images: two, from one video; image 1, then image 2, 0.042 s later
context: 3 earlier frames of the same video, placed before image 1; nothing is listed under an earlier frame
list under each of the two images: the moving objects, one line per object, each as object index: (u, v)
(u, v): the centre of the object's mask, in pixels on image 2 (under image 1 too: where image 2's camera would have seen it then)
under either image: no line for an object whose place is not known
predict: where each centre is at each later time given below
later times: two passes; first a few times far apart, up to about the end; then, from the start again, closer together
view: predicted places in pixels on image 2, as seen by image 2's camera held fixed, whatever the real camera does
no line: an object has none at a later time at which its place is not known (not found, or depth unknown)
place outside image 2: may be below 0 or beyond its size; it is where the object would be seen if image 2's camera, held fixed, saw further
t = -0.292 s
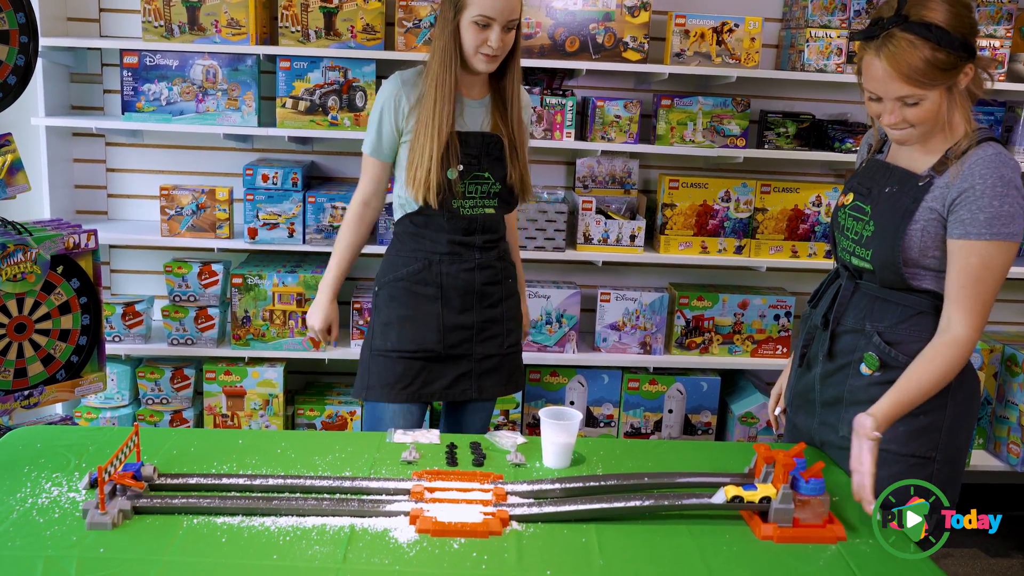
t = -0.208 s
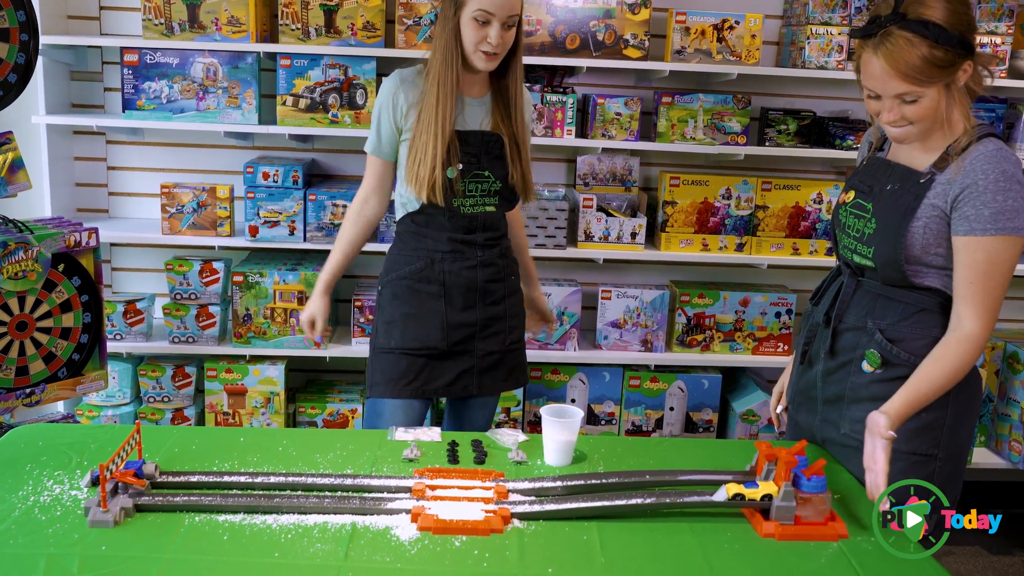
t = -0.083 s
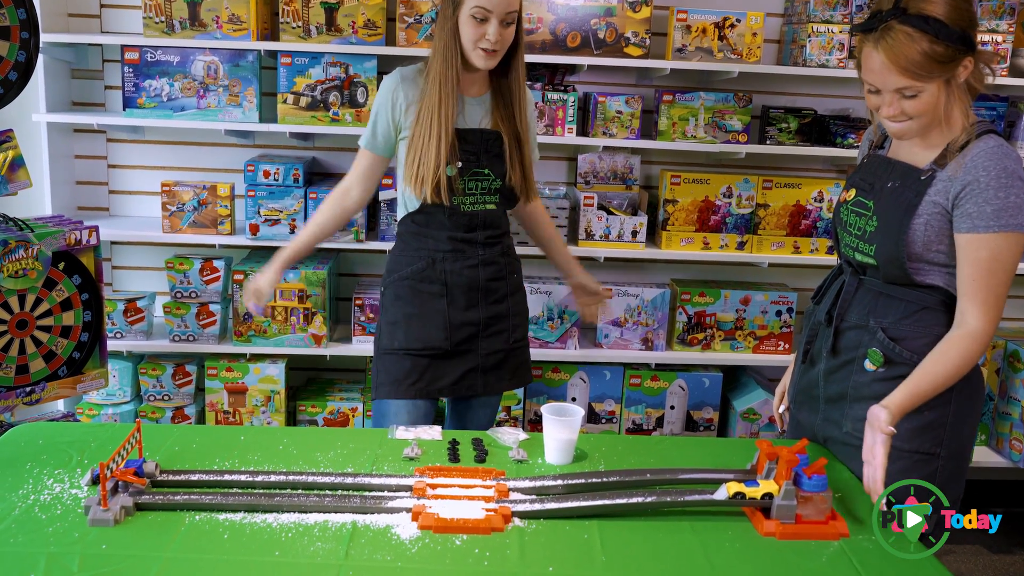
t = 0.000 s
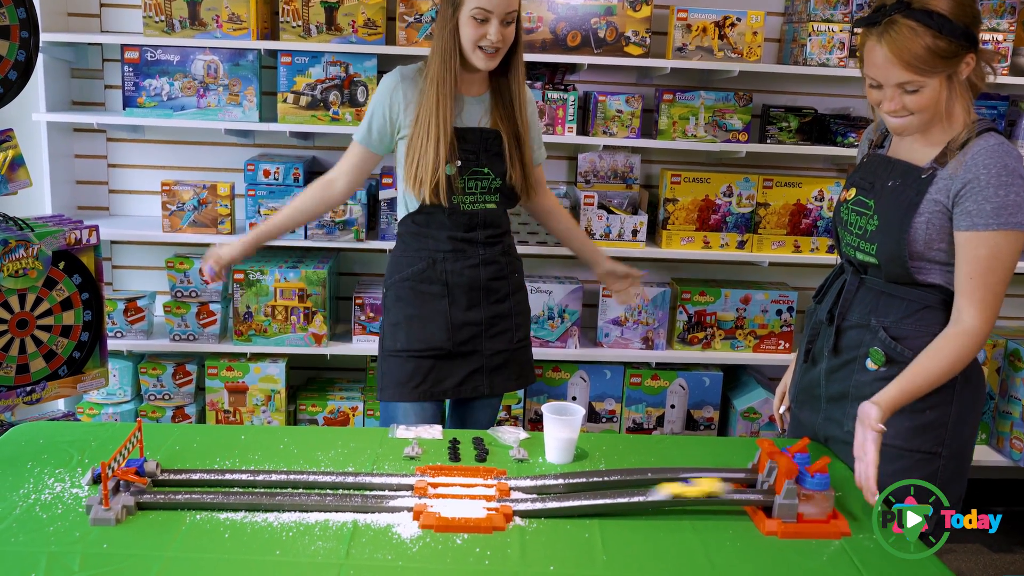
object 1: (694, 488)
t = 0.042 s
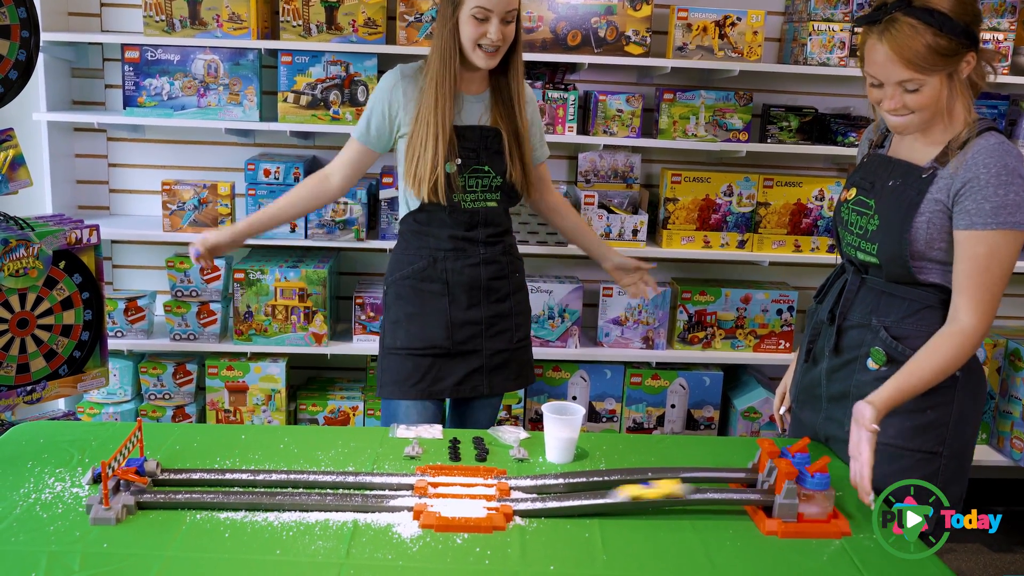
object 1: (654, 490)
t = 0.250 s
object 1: (475, 497)
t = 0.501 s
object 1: (336, 493)
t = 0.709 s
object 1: (273, 492)
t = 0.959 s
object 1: (245, 492)
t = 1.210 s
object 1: (246, 492)
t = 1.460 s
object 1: (241, 491)
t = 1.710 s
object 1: (241, 491)
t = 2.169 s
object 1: (240, 491)
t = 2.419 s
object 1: (242, 488)
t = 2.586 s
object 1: (244, 486)
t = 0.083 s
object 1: (616, 493)
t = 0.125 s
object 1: (577, 495)
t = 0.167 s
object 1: (538, 497)
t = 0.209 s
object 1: (507, 498)
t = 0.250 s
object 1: (475, 497)
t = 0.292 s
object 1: (446, 495)
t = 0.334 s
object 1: (423, 494)
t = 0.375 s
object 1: (394, 494)
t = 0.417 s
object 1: (372, 494)
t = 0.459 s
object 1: (352, 493)
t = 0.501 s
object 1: (336, 493)
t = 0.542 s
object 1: (318, 492)
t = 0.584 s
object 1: (304, 492)
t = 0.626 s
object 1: (294, 492)
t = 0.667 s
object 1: (282, 492)
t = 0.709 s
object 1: (273, 492)
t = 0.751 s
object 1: (261, 492)
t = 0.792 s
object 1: (254, 491)
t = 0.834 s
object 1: (248, 491)
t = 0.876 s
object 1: (244, 491)
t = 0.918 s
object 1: (247, 492)
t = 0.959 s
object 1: (245, 492)
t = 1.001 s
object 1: (240, 491)
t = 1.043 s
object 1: (241, 491)
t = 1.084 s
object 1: (241, 491)
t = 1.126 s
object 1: (241, 491)
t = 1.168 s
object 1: (246, 492)
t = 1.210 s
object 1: (246, 492)
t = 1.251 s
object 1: (241, 491)
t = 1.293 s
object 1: (241, 491)
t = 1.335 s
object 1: (241, 491)
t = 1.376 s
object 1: (241, 491)
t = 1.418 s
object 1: (241, 491)
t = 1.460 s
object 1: (241, 491)
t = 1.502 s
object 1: (241, 491)
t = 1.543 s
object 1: (241, 491)
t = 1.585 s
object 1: (241, 491)
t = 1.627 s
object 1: (241, 491)
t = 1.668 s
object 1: (241, 492)
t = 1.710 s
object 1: (241, 491)
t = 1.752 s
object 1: (241, 491)
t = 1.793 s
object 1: (241, 491)
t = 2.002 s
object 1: (241, 491)
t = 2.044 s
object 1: (240, 491)
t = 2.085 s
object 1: (240, 491)
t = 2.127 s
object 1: (240, 491)
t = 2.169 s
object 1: (240, 491)
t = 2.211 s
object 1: (240, 491)
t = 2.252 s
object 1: (240, 491)
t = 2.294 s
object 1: (240, 491)
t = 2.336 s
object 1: (241, 489)
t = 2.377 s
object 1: (242, 488)
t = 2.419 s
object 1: (242, 488)
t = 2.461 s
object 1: (242, 487)
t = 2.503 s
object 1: (242, 486)
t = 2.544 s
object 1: (244, 486)
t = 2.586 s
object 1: (244, 486)
